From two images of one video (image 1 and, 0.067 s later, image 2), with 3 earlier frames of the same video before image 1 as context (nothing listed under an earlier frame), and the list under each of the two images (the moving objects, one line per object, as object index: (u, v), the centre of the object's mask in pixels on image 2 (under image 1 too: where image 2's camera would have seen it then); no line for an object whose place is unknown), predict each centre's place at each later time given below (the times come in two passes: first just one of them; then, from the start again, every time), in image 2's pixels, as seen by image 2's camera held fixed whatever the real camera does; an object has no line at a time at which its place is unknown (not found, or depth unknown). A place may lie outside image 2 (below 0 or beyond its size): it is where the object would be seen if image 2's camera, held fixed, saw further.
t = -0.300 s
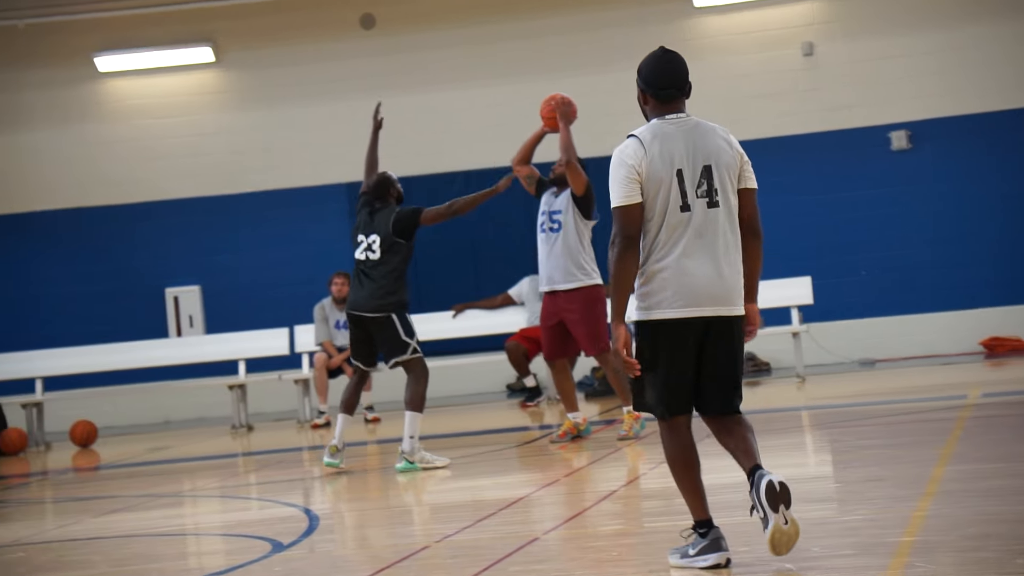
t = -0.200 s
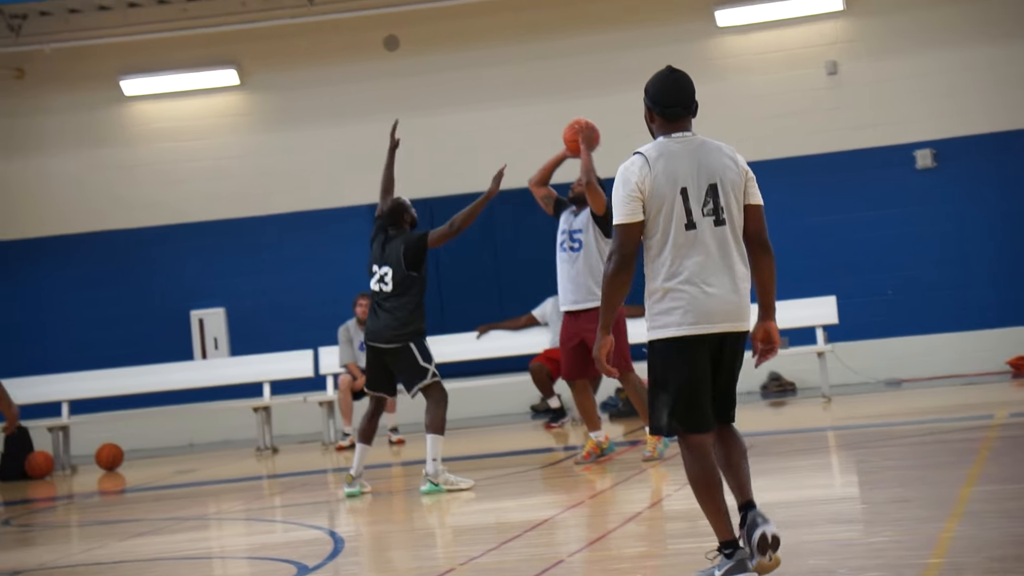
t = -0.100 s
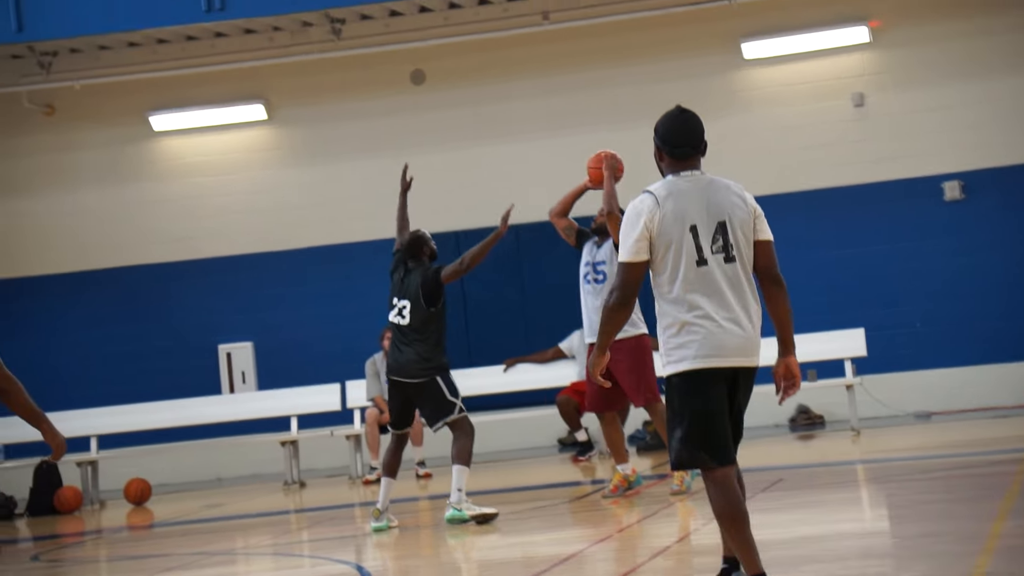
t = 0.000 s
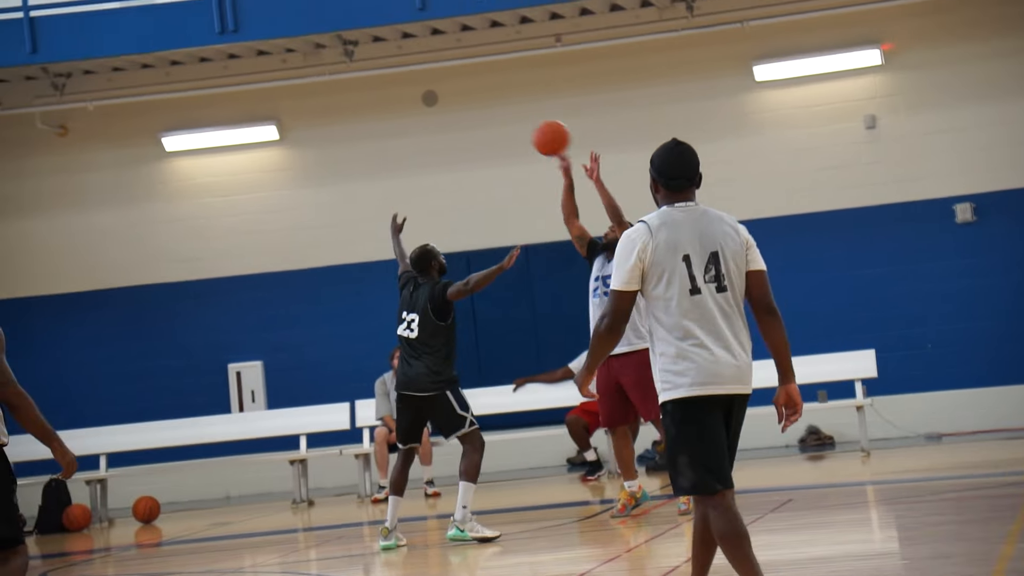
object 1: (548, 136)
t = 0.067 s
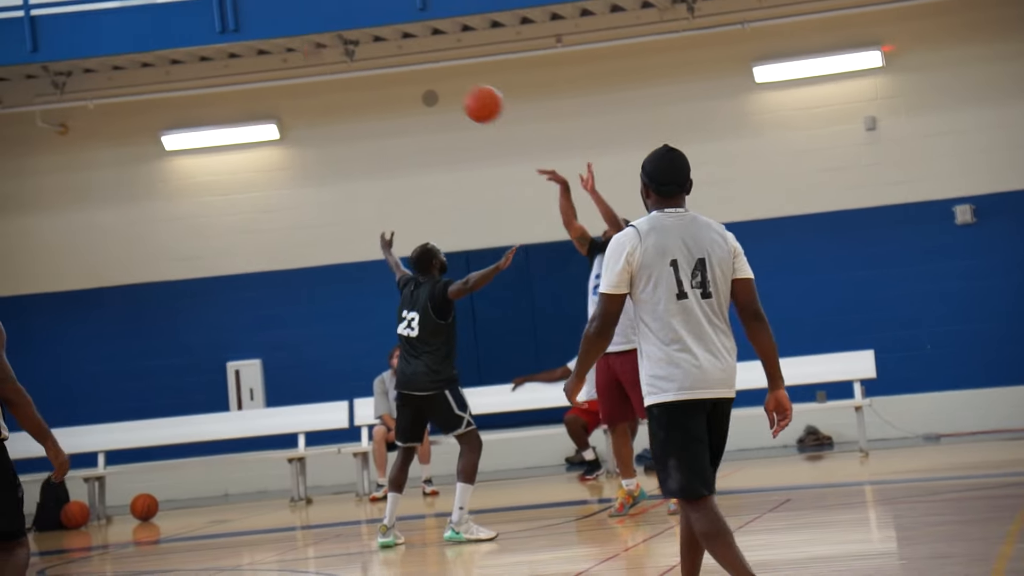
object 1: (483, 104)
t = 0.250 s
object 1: (289, 43)
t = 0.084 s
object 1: (466, 96)
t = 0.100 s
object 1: (448, 89)
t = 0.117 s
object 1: (430, 83)
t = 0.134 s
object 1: (414, 76)
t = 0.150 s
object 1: (396, 70)
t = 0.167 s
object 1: (378, 64)
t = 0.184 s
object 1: (360, 59)
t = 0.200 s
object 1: (342, 55)
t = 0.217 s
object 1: (325, 51)
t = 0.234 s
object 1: (307, 47)
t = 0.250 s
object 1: (289, 43)
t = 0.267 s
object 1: (272, 40)
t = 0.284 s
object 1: (255, 37)
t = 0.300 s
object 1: (236, 36)
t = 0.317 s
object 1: (217, 34)
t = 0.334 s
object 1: (199, 32)
